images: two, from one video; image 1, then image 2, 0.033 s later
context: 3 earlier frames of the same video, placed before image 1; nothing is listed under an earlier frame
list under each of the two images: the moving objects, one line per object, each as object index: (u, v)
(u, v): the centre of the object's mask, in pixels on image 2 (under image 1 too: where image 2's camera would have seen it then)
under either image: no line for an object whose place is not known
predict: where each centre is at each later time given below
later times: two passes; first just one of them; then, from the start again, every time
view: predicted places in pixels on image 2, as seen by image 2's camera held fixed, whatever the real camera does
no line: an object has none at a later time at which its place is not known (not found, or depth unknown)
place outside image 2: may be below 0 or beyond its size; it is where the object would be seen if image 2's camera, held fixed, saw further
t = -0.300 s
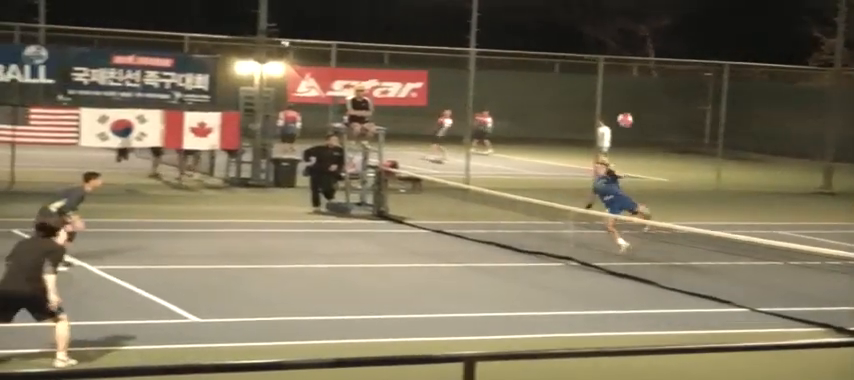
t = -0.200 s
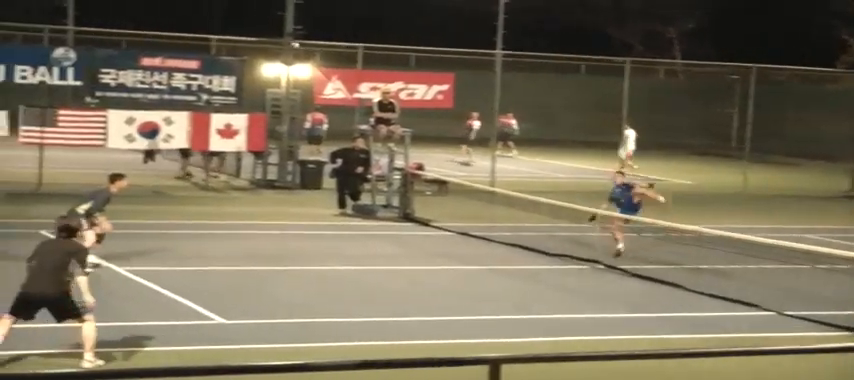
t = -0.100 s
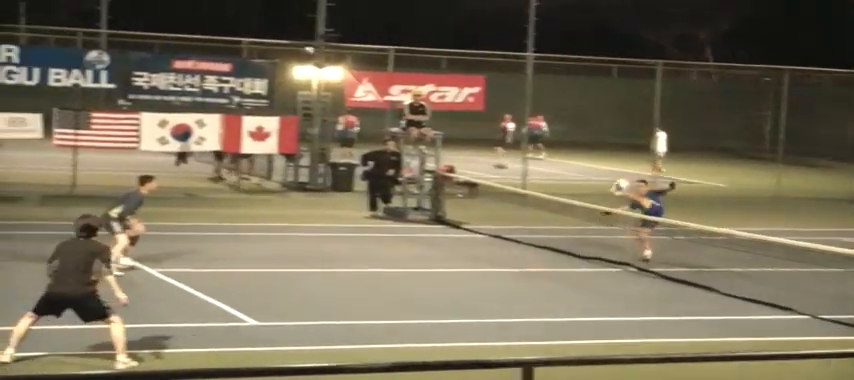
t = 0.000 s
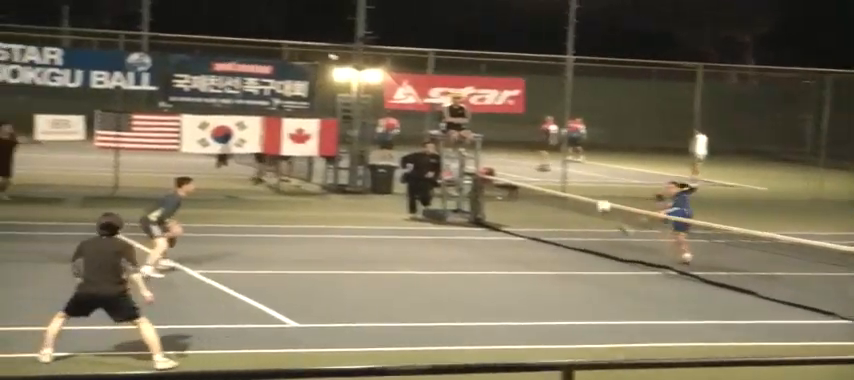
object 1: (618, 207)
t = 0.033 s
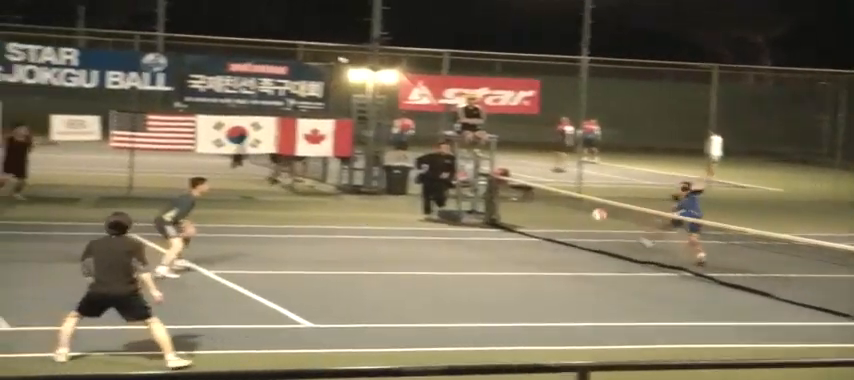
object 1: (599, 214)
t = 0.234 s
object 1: (501, 240)
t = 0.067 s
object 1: (579, 222)
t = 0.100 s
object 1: (561, 230)
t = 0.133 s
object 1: (540, 239)
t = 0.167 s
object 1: (522, 249)
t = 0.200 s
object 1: (510, 247)
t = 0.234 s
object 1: (501, 240)
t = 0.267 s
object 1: (492, 233)
